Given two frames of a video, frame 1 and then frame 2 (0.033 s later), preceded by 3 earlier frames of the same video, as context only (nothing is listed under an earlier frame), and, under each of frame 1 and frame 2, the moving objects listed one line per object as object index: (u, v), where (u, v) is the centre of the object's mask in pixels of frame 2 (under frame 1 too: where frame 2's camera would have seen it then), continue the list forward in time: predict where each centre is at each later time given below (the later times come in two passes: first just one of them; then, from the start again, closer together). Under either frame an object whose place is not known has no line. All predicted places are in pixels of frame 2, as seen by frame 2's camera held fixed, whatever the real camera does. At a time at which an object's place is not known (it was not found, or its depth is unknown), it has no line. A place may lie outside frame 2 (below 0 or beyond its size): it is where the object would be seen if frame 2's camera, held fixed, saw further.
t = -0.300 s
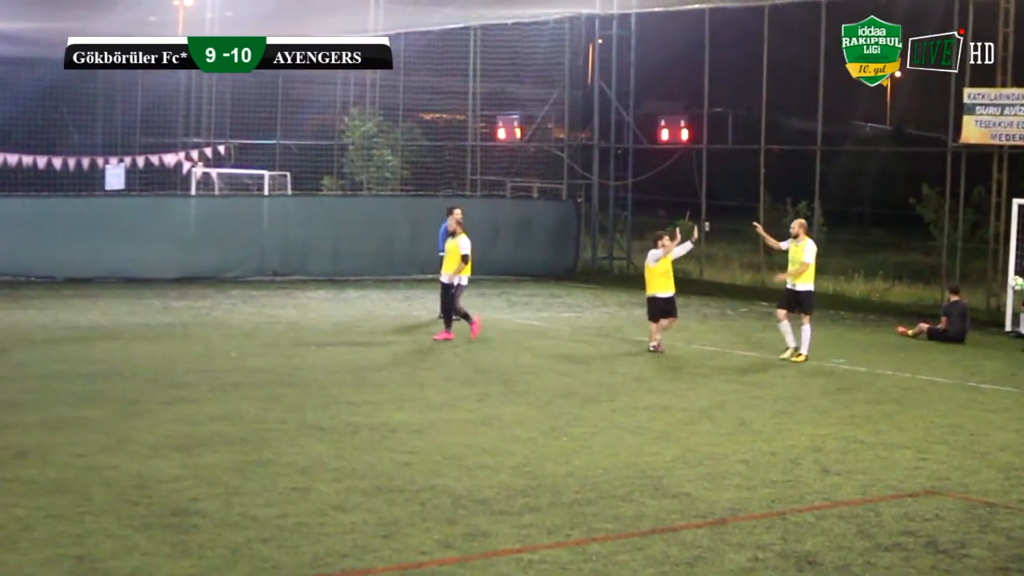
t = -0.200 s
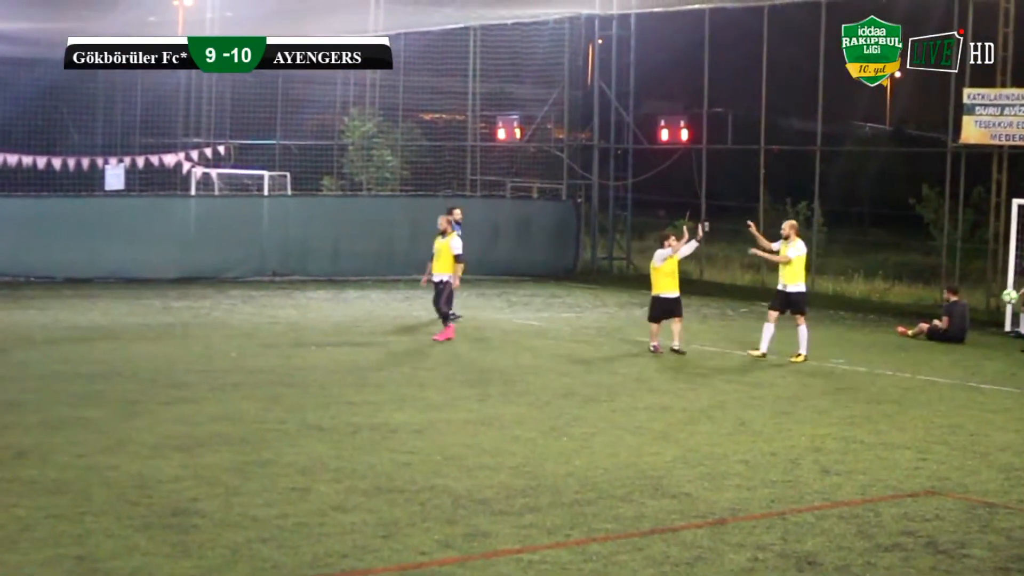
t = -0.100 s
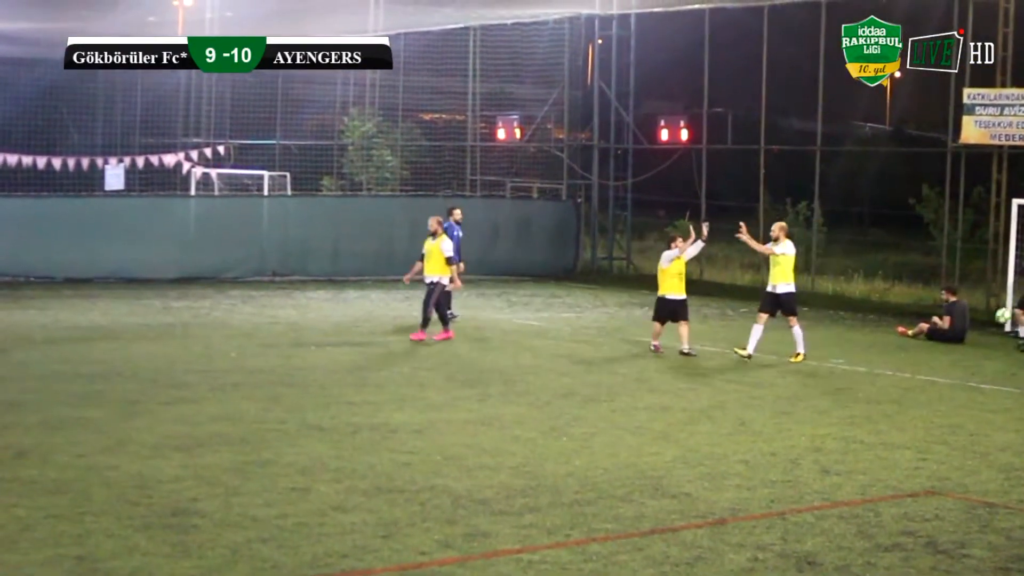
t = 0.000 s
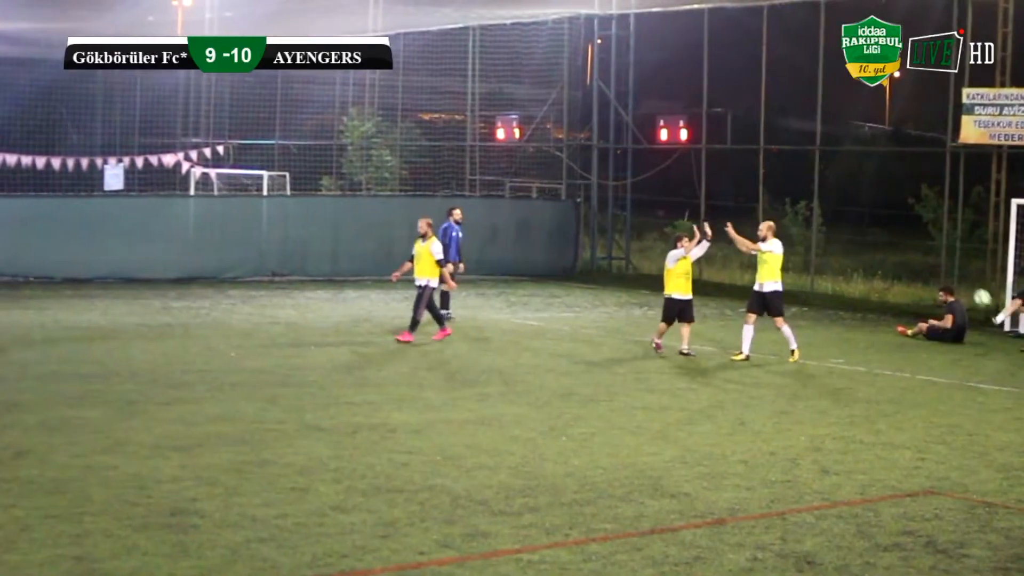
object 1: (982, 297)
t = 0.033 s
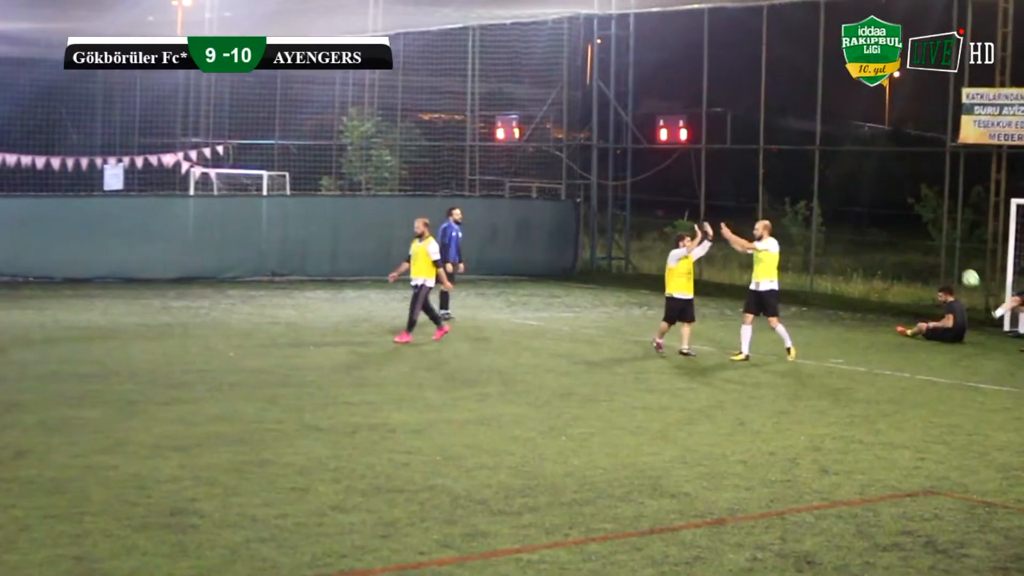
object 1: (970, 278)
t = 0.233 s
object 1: (897, 170)
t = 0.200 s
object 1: (910, 187)
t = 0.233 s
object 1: (897, 170)
